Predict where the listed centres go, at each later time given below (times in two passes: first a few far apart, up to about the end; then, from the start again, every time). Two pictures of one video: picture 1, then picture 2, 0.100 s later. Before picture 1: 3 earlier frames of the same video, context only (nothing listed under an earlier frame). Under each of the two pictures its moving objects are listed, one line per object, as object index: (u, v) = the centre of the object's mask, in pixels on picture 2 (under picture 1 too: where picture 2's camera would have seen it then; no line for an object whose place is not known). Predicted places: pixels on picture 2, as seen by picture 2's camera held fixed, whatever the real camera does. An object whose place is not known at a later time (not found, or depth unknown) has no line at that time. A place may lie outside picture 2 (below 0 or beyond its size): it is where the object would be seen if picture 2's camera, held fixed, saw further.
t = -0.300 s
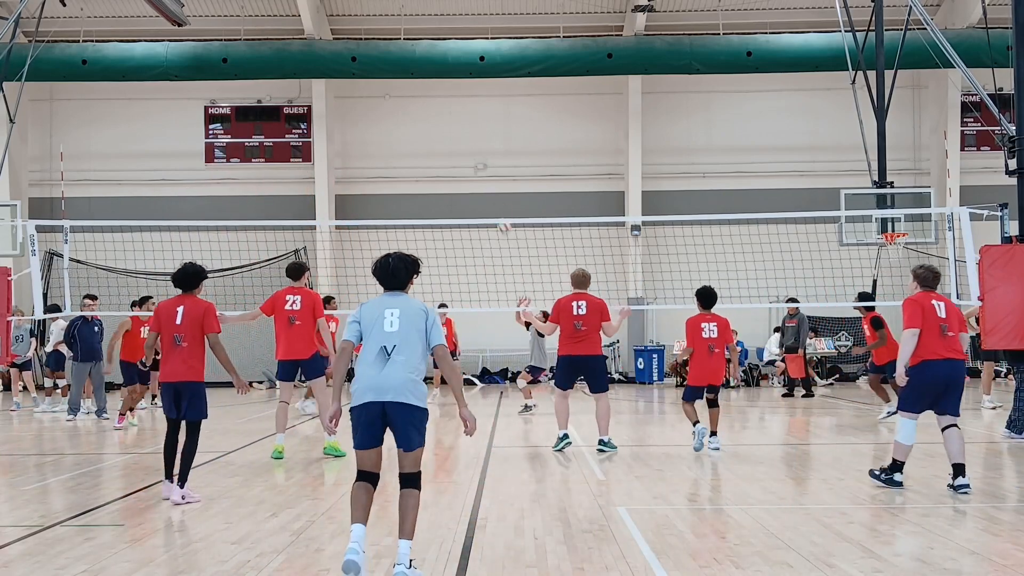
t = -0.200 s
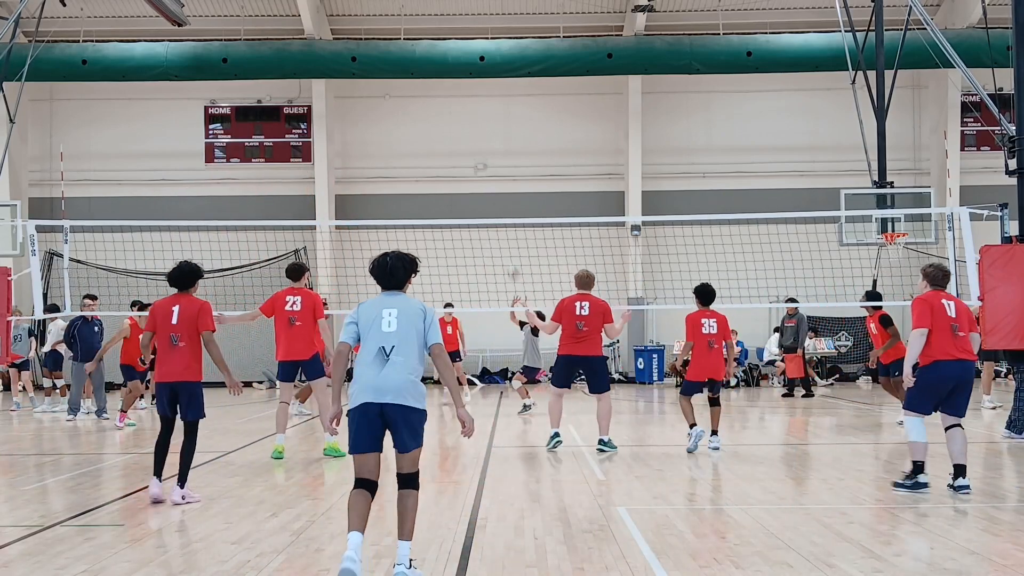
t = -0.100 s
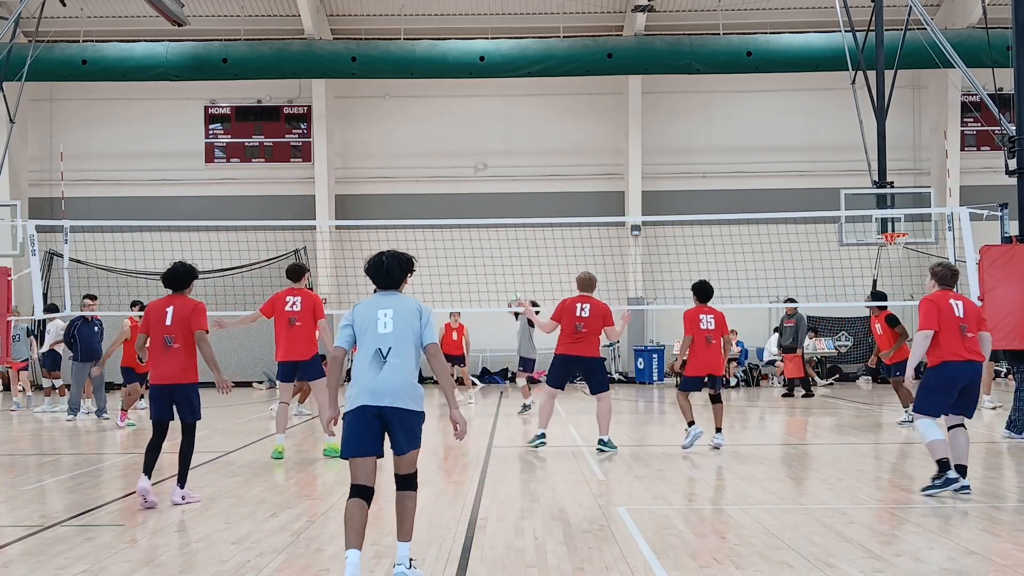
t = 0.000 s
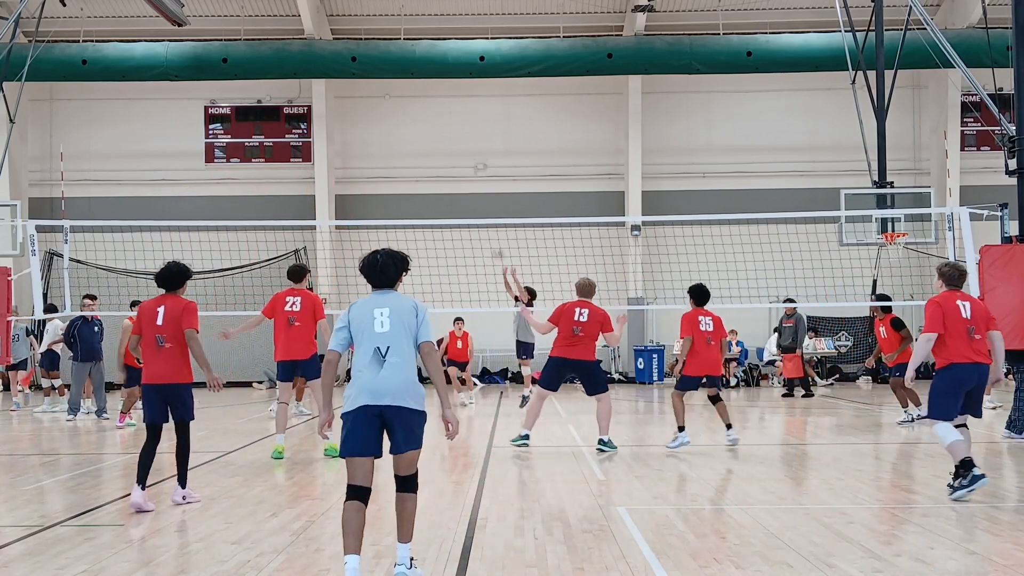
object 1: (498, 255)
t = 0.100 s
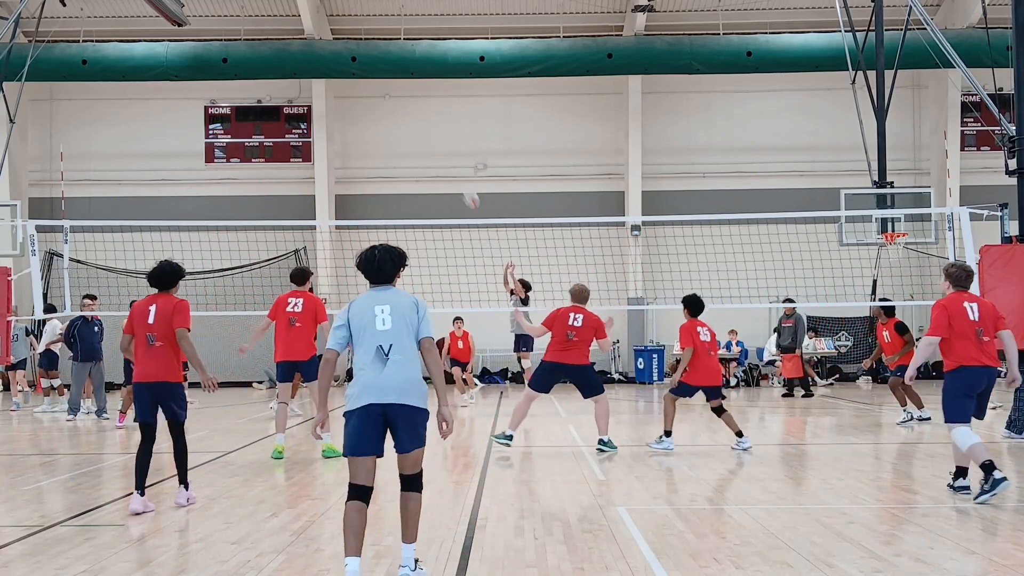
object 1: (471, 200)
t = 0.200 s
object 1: (444, 151)
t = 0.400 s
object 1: (385, 75)
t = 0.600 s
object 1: (326, 27)
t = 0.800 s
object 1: (264, 8)
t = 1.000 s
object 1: (200, 20)
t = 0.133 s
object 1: (462, 181)
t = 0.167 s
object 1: (453, 166)
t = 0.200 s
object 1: (444, 151)
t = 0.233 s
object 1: (434, 137)
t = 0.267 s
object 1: (425, 123)
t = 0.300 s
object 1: (415, 110)
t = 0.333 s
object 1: (405, 97)
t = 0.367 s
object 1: (394, 86)
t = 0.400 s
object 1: (385, 75)
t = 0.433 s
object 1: (375, 66)
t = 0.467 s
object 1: (366, 57)
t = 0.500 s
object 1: (356, 49)
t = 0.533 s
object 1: (346, 41)
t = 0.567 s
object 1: (336, 34)
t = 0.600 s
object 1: (326, 27)
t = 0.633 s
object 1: (316, 23)
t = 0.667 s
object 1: (306, 18)
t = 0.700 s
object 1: (295, 14)
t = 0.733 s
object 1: (284, 11)
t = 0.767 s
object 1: (274, 9)
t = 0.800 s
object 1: (264, 8)
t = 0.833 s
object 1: (254, 8)
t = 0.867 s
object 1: (243, 8)
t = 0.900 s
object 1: (233, 10)
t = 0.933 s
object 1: (222, 13)
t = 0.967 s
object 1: (211, 16)
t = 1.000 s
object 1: (200, 20)
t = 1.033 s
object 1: (189, 25)
